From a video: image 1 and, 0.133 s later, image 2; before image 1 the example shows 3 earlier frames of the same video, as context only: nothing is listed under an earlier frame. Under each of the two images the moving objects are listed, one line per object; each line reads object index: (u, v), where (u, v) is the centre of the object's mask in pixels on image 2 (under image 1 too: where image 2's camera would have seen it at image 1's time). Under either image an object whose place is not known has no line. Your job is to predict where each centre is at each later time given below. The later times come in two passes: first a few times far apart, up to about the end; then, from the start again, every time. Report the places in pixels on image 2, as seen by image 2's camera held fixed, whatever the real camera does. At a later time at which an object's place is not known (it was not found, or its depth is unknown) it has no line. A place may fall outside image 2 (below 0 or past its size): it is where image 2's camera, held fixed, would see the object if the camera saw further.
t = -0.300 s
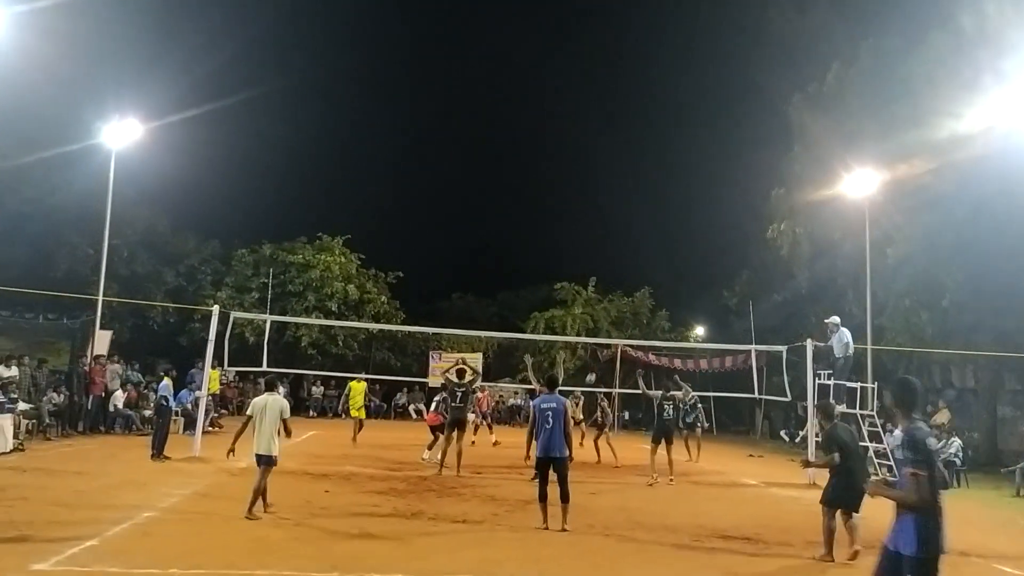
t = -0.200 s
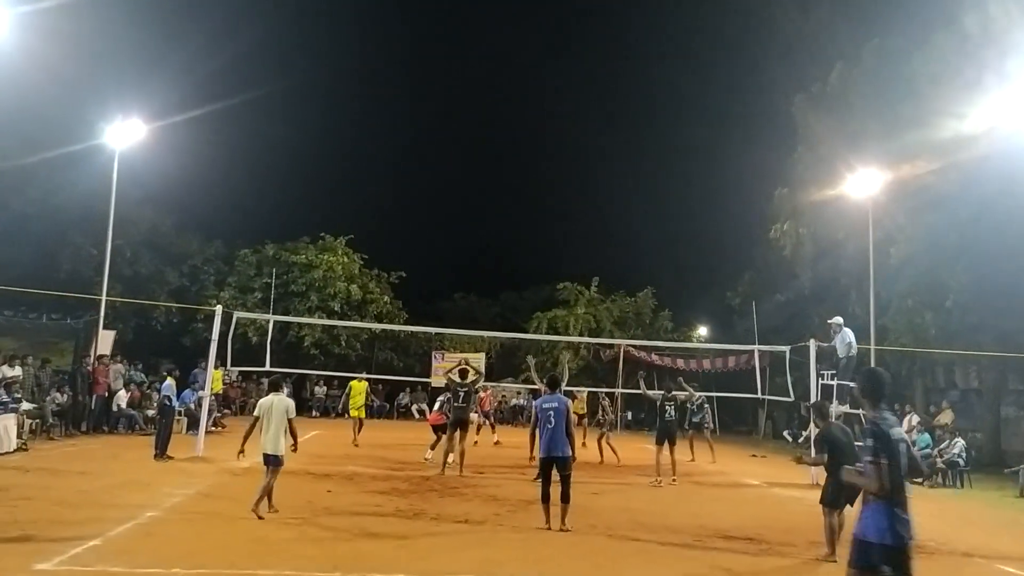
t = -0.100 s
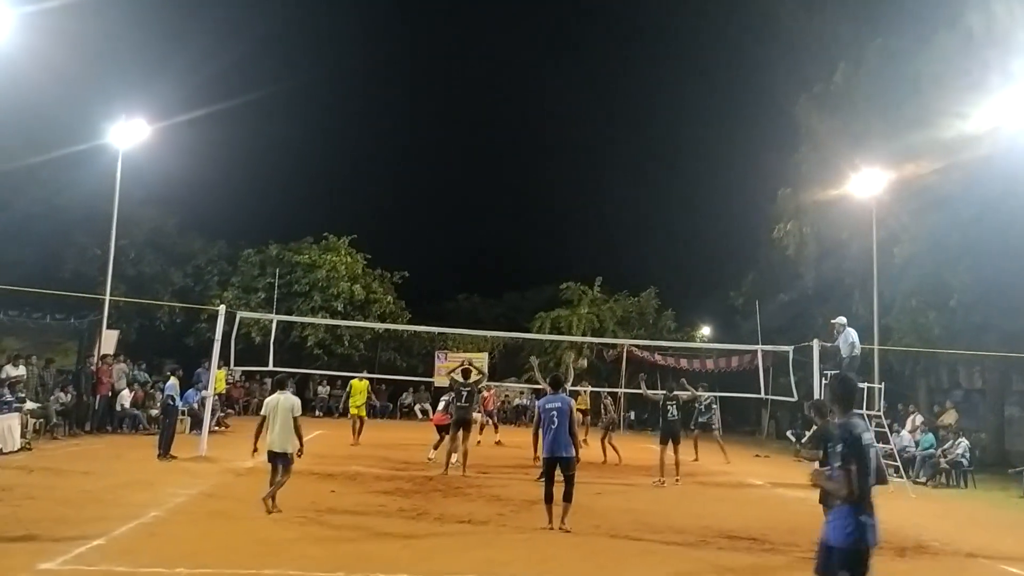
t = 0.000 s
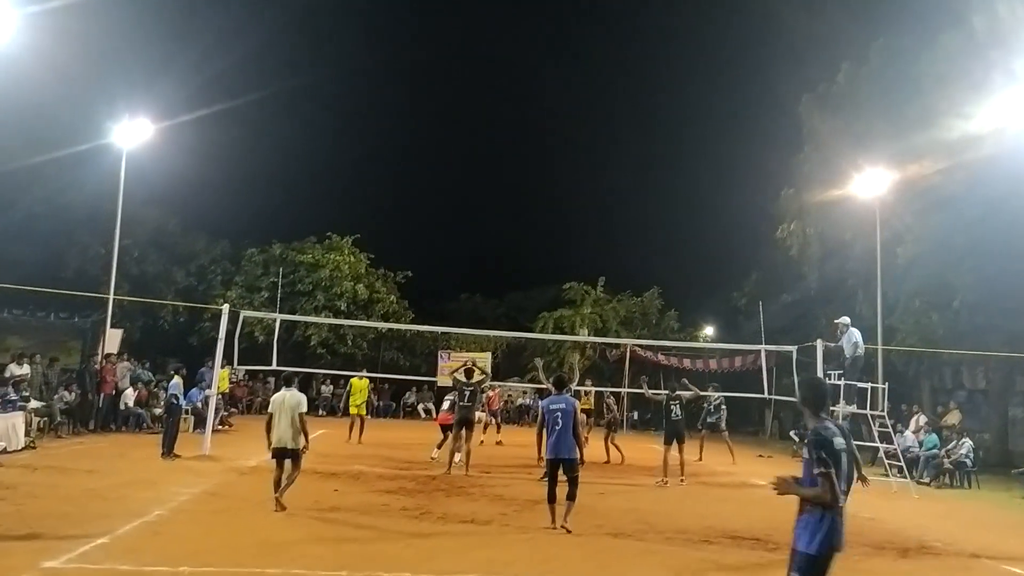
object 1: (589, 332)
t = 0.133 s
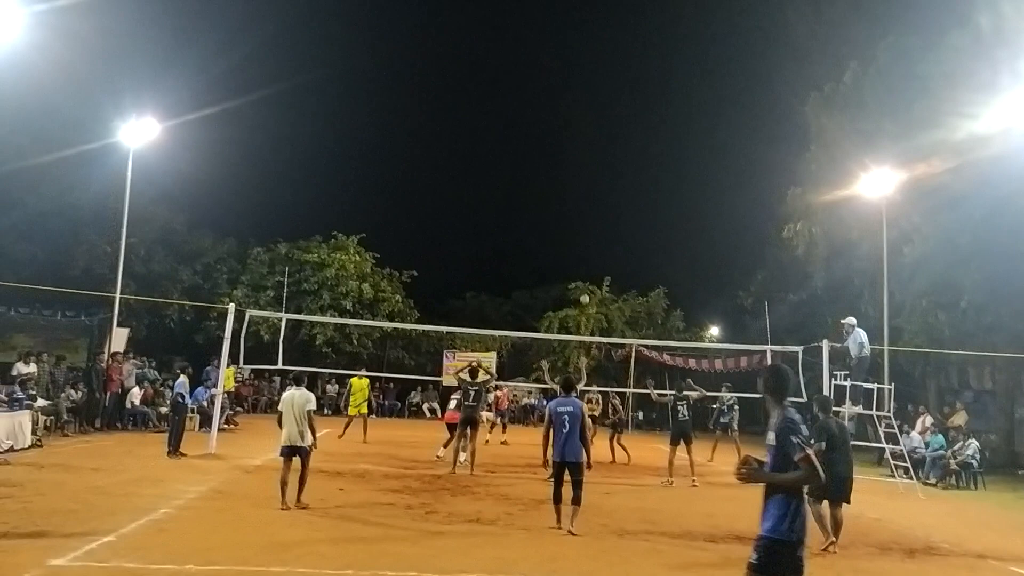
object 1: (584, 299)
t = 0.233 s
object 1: (581, 278)
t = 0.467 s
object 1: (571, 242)
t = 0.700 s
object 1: (560, 228)
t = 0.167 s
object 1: (584, 291)
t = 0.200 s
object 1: (582, 284)
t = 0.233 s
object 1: (581, 278)
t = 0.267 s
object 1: (580, 272)
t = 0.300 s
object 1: (578, 266)
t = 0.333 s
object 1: (577, 260)
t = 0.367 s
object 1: (576, 255)
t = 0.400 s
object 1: (574, 251)
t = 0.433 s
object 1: (573, 246)
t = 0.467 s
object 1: (571, 242)
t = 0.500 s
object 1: (570, 240)
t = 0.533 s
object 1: (569, 237)
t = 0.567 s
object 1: (567, 234)
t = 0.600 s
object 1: (565, 232)
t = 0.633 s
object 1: (563, 230)
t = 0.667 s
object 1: (562, 229)
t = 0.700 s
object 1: (560, 228)
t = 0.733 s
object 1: (558, 228)
